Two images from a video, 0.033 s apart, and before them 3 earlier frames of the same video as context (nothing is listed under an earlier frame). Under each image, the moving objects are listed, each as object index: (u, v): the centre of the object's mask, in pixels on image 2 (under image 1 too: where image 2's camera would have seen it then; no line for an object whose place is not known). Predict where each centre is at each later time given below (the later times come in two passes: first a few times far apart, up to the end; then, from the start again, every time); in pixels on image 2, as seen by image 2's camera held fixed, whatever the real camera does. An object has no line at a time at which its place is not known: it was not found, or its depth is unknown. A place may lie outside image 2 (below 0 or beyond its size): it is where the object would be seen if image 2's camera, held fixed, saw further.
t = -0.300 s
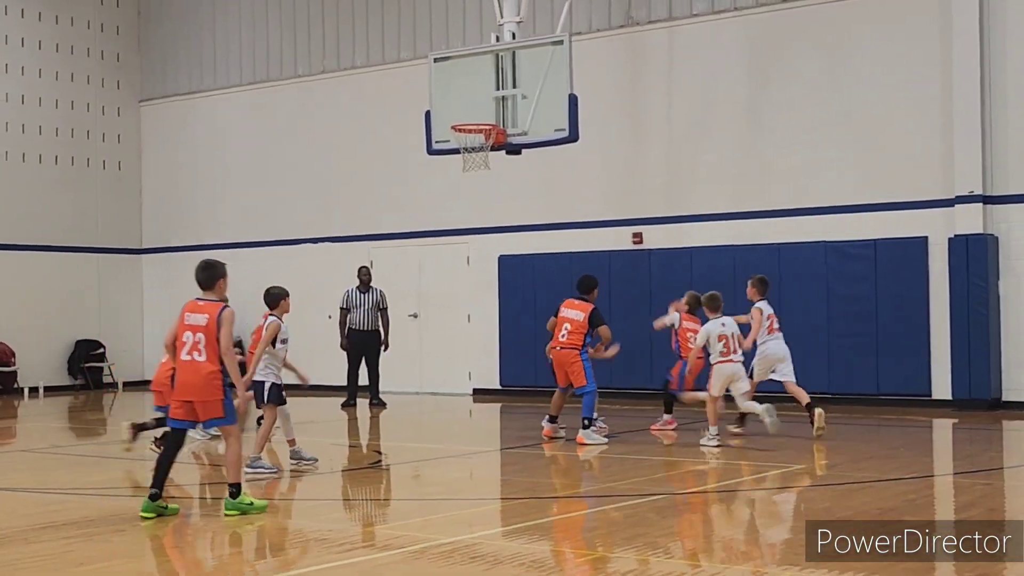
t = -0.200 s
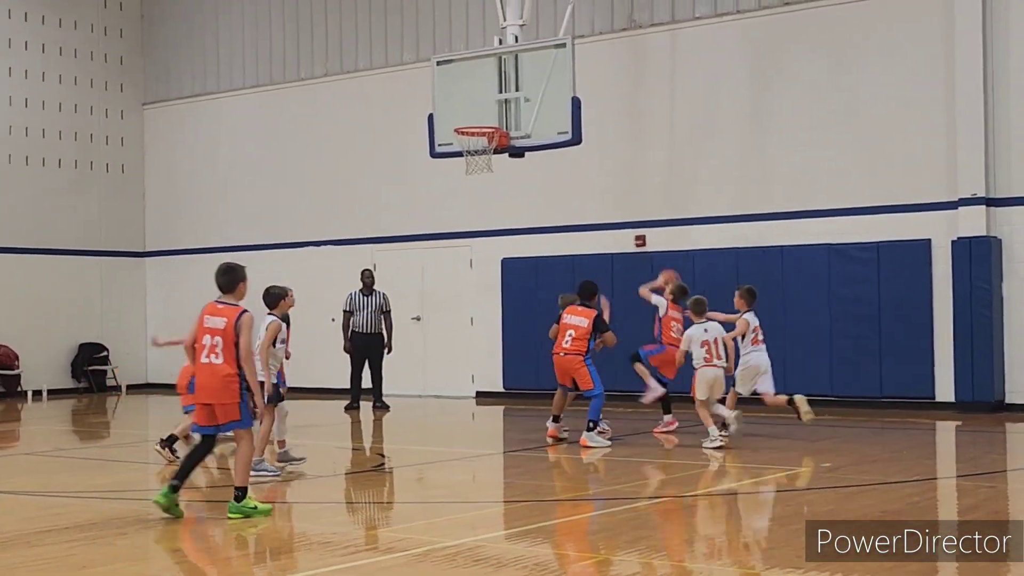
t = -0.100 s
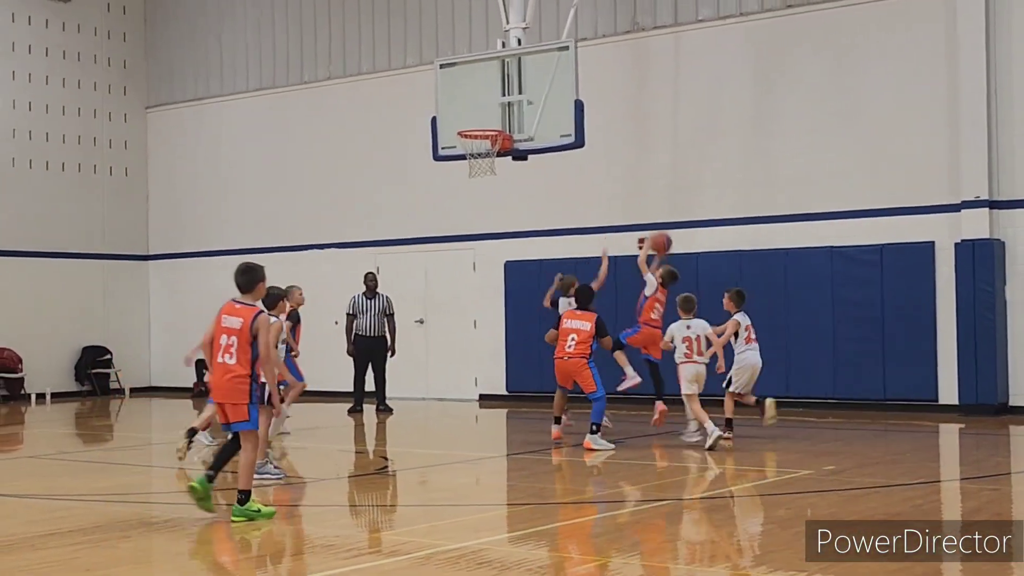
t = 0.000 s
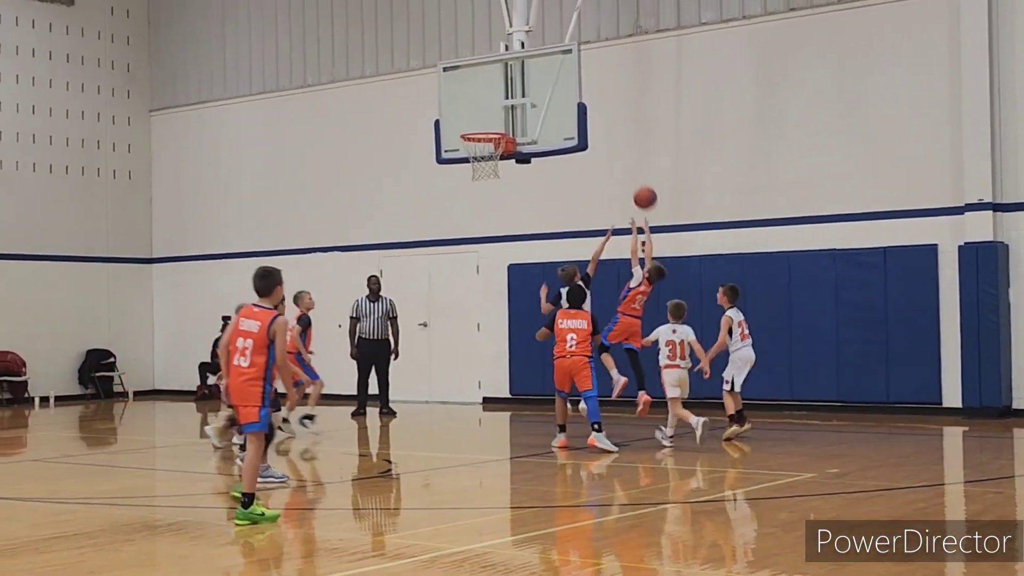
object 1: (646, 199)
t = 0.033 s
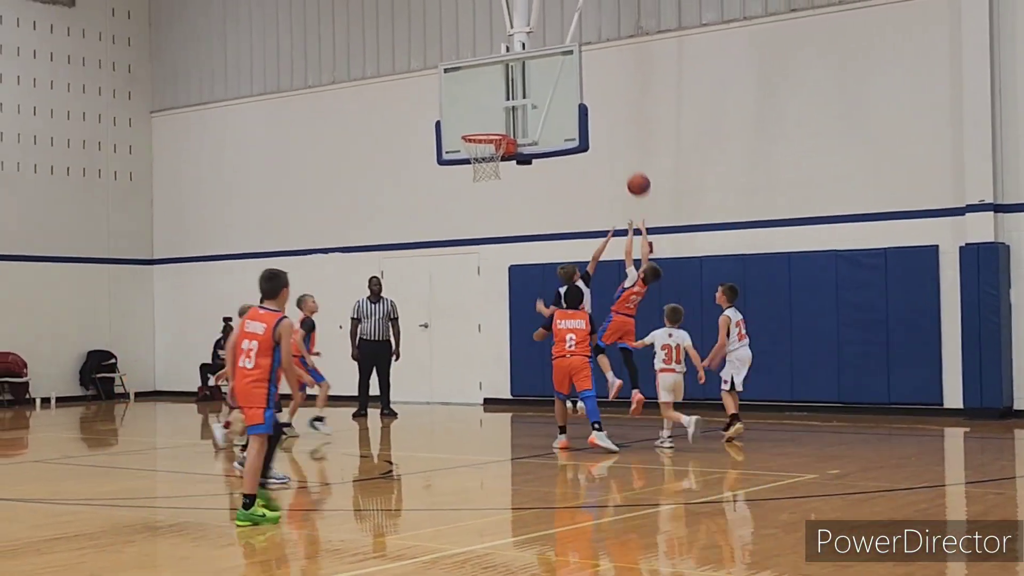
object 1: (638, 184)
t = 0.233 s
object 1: (593, 123)
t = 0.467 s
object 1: (543, 102)
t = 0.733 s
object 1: (502, 116)
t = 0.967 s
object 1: (496, 117)
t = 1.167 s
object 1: (491, 157)
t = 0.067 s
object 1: (631, 172)
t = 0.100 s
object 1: (623, 160)
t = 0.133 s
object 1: (616, 149)
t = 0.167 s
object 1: (608, 139)
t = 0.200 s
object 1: (601, 131)
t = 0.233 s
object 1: (593, 123)
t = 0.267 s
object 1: (586, 117)
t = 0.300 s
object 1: (579, 112)
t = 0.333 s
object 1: (572, 108)
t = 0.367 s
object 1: (565, 104)
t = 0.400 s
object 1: (558, 103)
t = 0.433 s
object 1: (551, 102)
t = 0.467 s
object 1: (543, 102)
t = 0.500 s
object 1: (537, 103)
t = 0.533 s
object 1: (530, 105)
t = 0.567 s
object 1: (523, 109)
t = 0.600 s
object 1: (516, 113)
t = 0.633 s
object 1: (510, 118)
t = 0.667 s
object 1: (504, 124)
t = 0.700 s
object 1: (503, 119)
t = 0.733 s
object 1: (502, 116)
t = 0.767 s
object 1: (501, 113)
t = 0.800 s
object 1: (500, 111)
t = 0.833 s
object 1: (499, 110)
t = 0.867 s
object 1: (498, 110)
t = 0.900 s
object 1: (497, 112)
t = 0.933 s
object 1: (496, 114)
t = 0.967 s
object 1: (496, 117)
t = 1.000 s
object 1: (494, 122)
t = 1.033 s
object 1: (494, 126)
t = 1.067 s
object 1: (493, 129)
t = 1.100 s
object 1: (493, 142)
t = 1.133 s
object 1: (491, 149)
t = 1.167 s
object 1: (491, 157)
